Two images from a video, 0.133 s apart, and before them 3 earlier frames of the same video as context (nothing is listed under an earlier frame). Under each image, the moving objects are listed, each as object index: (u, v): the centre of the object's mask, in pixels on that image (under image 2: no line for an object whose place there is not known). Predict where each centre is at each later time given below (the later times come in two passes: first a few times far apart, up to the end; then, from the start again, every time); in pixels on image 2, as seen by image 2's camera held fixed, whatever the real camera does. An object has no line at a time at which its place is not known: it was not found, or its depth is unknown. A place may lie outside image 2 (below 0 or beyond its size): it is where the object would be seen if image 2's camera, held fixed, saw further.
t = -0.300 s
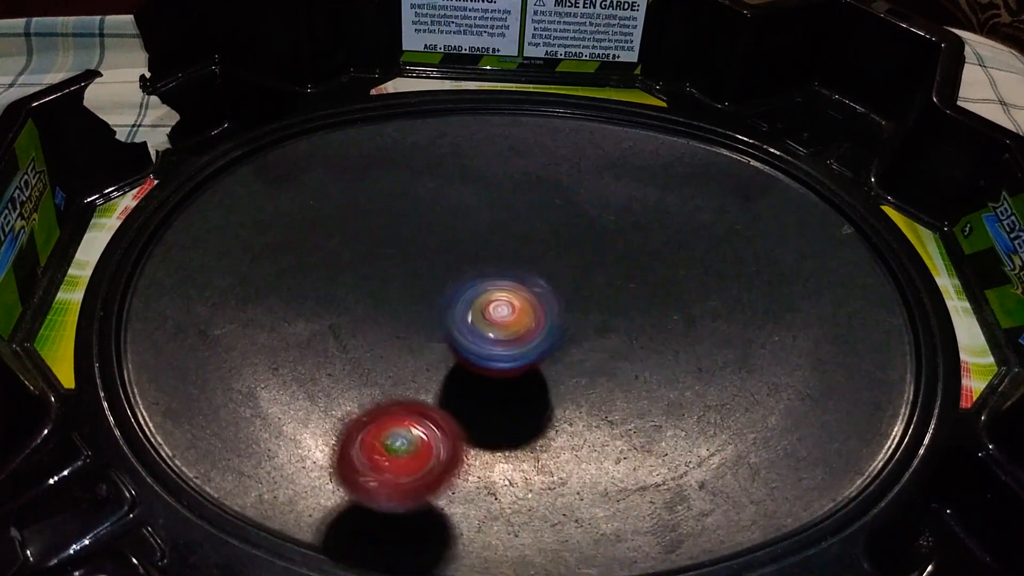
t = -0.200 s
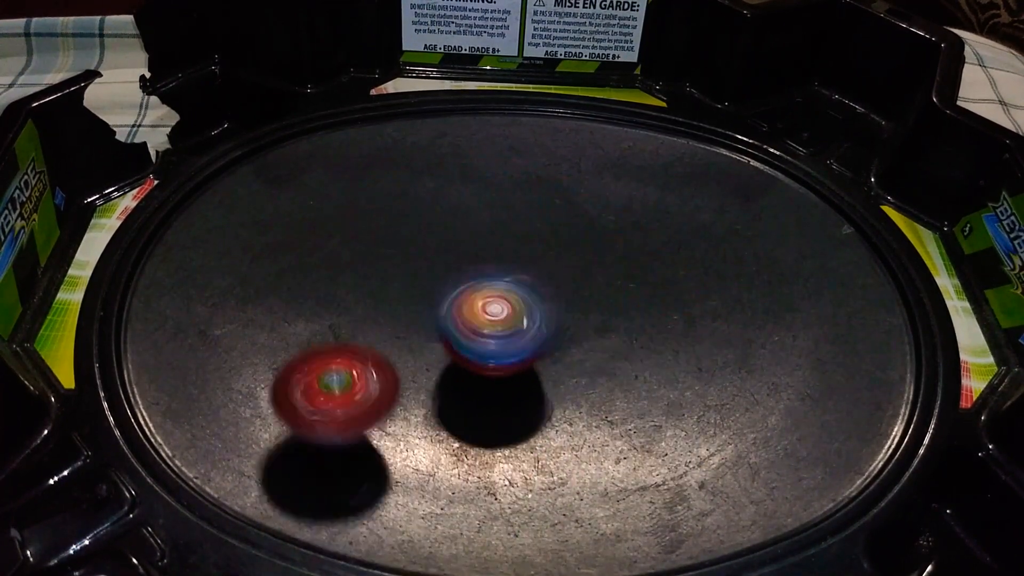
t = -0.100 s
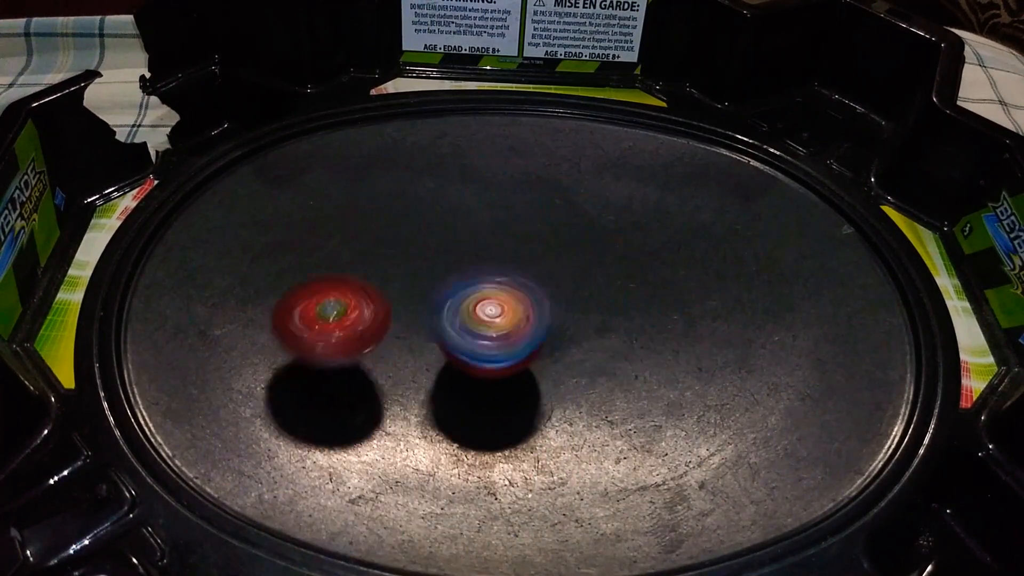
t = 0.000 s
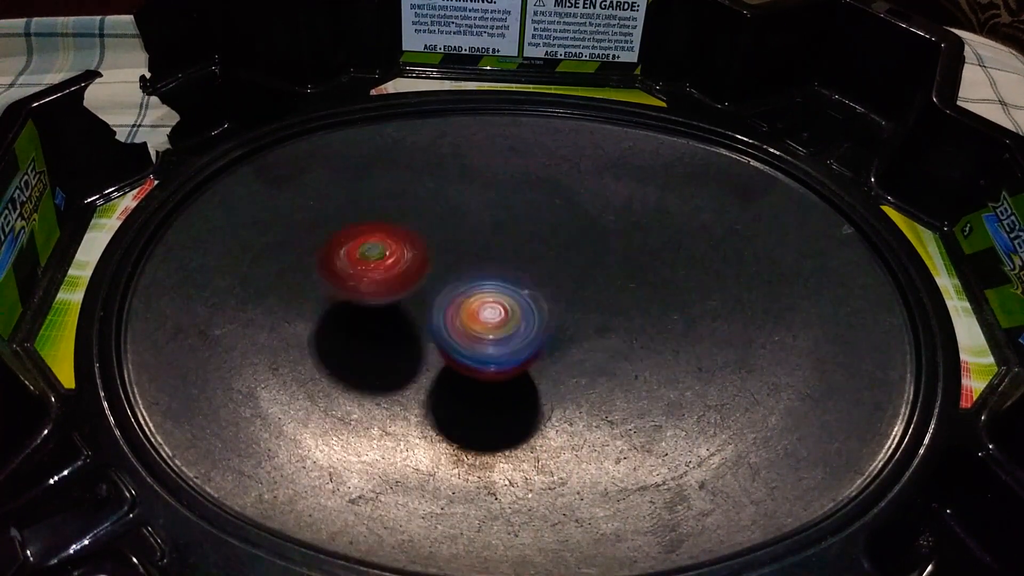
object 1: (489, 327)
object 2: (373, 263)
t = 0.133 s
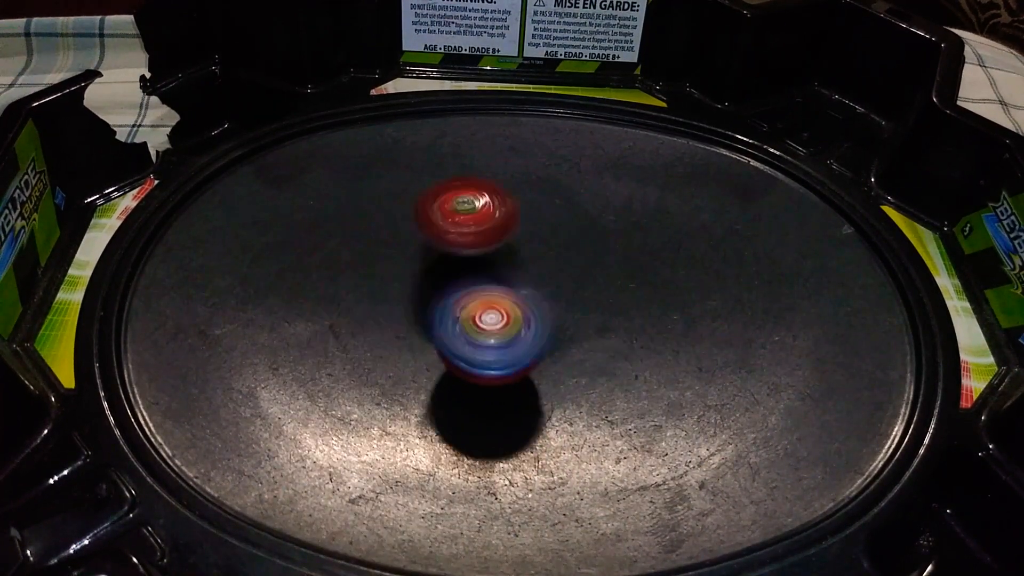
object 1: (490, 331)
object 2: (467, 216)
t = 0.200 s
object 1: (495, 331)
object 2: (519, 206)
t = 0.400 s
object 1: (498, 331)
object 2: (672, 237)
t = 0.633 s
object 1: (509, 327)
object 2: (709, 378)
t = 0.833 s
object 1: (508, 322)
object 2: (525, 430)
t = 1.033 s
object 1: (498, 326)
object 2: (354, 356)
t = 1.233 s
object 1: (497, 330)
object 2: (350, 240)
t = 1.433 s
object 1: (495, 329)
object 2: (480, 199)
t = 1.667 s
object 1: (491, 321)
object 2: (633, 291)
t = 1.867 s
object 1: (488, 318)
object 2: (614, 416)
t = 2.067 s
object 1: (480, 326)
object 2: (449, 451)
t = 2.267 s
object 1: (492, 331)
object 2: (340, 349)
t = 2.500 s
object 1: (511, 327)
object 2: (440, 239)
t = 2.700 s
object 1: (515, 323)
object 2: (587, 227)
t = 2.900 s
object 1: (510, 324)
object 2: (705, 298)
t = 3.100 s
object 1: (508, 329)
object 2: (651, 407)
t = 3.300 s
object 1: (491, 314)
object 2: (474, 416)
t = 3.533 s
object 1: (441, 253)
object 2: (299, 361)
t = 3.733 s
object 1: (418, 245)
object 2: (305, 272)
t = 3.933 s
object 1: (572, 239)
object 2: (359, 276)
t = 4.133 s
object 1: (693, 281)
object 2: (485, 339)
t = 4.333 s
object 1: (752, 349)
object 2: (552, 419)
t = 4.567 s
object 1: (679, 427)
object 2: (513, 430)
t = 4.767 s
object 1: (601, 407)
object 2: (476, 333)
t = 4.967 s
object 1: (553, 389)
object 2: (493, 230)
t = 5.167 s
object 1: (515, 365)
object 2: (544, 187)
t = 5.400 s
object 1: (446, 316)
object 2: (610, 239)
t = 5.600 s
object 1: (410, 292)
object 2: (567, 335)
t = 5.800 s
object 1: (412, 287)
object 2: (478, 404)
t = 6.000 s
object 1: (465, 305)
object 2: (365, 428)
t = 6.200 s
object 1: (522, 312)
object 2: (326, 358)
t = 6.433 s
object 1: (584, 333)
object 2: (446, 288)
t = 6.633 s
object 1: (625, 338)
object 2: (547, 258)
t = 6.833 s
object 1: (640, 335)
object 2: (618, 235)
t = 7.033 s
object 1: (593, 345)
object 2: (672, 265)
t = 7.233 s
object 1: (453, 399)
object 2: (642, 288)
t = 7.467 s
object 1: (254, 388)
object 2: (665, 247)
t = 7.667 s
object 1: (246, 317)
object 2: (618, 272)
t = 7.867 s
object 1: (357, 265)
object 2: (530, 299)
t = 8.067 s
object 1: (481, 243)
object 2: (505, 381)
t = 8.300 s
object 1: (602, 301)
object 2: (512, 440)
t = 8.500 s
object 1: (655, 375)
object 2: (540, 439)
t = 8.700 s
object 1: (726, 340)
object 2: (411, 432)
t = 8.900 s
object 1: (677, 333)
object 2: (340, 392)
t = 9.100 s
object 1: (662, 328)
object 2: (340, 336)
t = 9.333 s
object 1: (669, 341)
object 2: (386, 282)
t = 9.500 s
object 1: (662, 336)
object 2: (418, 251)
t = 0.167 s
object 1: (491, 331)
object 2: (492, 210)
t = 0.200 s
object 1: (495, 331)
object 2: (519, 206)
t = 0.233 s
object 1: (495, 331)
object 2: (546, 207)
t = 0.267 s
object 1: (496, 330)
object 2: (573, 208)
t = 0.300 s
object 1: (495, 330)
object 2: (600, 211)
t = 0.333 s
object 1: (498, 331)
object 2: (624, 217)
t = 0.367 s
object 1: (498, 334)
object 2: (649, 226)
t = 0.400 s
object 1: (498, 331)
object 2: (672, 237)
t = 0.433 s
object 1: (501, 331)
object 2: (692, 251)
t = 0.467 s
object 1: (503, 330)
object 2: (709, 269)
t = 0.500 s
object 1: (505, 330)
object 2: (723, 290)
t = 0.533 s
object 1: (506, 329)
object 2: (729, 312)
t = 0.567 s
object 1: (507, 329)
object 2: (730, 334)
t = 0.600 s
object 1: (507, 328)
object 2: (724, 356)
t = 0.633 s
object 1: (509, 327)
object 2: (709, 378)
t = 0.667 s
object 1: (511, 326)
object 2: (689, 397)
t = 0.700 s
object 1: (510, 325)
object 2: (664, 411)
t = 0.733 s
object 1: (511, 324)
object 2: (633, 422)
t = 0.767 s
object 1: (510, 324)
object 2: (596, 430)
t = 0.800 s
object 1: (508, 326)
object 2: (561, 433)
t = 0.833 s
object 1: (508, 322)
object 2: (525, 430)
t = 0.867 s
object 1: (506, 321)
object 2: (492, 425)
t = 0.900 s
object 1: (504, 321)
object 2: (458, 418)
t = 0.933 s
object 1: (502, 324)
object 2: (426, 407)
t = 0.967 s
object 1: (500, 326)
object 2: (400, 392)
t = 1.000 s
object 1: (497, 324)
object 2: (373, 375)
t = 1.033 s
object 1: (498, 326)
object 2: (354, 356)
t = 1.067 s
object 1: (496, 331)
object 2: (341, 336)
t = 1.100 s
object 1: (496, 332)
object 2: (334, 315)
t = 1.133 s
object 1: (497, 332)
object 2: (330, 295)
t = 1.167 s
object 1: (497, 332)
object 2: (330, 275)
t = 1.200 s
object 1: (497, 329)
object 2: (338, 257)
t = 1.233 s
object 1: (497, 330)
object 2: (350, 240)
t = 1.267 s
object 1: (496, 331)
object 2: (366, 225)
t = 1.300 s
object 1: (497, 333)
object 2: (384, 213)
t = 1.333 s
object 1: (496, 333)
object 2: (405, 205)
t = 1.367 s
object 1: (495, 333)
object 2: (430, 200)
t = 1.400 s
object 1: (495, 330)
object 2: (454, 198)
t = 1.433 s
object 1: (495, 329)
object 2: (480, 199)
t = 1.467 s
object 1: (496, 328)
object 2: (507, 205)
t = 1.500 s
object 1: (497, 327)
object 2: (534, 213)
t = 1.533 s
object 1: (496, 327)
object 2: (559, 224)
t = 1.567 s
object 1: (495, 326)
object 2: (581, 238)
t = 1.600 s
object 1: (494, 324)
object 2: (600, 253)
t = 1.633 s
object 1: (491, 323)
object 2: (619, 272)
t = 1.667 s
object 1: (491, 321)
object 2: (633, 291)
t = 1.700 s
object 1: (490, 321)
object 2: (642, 312)
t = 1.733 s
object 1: (489, 321)
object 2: (647, 334)
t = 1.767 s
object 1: (489, 320)
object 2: (647, 356)
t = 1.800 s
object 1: (489, 320)
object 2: (640, 377)
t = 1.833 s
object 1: (489, 320)
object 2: (629, 398)
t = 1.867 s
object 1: (488, 318)
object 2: (614, 416)
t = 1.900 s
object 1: (488, 317)
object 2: (594, 431)
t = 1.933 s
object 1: (483, 316)
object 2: (569, 443)
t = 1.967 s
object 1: (482, 317)
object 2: (541, 452)
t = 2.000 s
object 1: (481, 320)
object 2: (511, 457)
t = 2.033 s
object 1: (481, 324)
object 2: (481, 456)
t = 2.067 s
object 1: (480, 326)
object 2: (449, 451)
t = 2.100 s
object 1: (480, 324)
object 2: (419, 443)
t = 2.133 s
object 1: (482, 328)
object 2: (391, 429)
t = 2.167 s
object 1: (484, 330)
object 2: (368, 413)
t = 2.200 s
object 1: (486, 329)
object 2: (352, 393)
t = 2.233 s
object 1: (489, 330)
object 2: (343, 371)
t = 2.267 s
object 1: (492, 331)
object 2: (340, 349)
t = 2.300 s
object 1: (496, 331)
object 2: (343, 328)
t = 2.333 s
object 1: (498, 332)
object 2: (351, 307)
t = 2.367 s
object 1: (502, 331)
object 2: (364, 290)
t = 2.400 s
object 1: (504, 329)
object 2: (379, 274)
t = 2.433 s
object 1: (506, 329)
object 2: (398, 260)
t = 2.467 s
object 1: (509, 327)
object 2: (418, 248)
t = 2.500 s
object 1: (511, 327)
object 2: (440, 239)
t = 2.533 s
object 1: (511, 326)
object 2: (464, 232)
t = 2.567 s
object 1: (514, 325)
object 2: (488, 226)
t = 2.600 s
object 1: (517, 328)
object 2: (512, 223)
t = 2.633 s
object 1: (519, 326)
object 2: (537, 222)
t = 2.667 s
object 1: (517, 324)
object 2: (562, 224)
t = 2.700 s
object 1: (515, 323)
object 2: (587, 227)
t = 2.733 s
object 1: (515, 324)
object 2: (612, 232)
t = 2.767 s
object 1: (514, 323)
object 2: (635, 240)
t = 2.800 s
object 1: (512, 323)
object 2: (656, 250)
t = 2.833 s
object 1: (511, 324)
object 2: (676, 264)
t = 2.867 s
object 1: (510, 324)
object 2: (693, 280)
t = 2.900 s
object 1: (510, 324)
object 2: (705, 298)
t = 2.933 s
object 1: (509, 326)
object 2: (710, 317)
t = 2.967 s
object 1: (509, 327)
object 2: (710, 338)
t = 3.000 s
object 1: (508, 327)
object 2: (705, 358)
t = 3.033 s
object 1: (509, 328)
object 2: (693, 376)
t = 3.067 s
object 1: (508, 328)
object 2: (675, 392)
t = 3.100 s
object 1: (508, 329)
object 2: (651, 407)
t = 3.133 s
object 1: (508, 330)
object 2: (622, 417)
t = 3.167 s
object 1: (508, 330)
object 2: (593, 423)
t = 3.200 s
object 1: (506, 329)
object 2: (559, 424)
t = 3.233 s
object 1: (504, 325)
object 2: (531, 424)
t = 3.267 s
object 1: (498, 318)
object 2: (502, 421)
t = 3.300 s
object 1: (491, 314)
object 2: (474, 416)
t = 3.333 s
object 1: (481, 310)
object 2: (447, 408)
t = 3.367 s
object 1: (471, 307)
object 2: (420, 396)
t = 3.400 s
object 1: (465, 296)
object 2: (391, 395)
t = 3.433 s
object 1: (459, 281)
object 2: (363, 392)
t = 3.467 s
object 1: (453, 271)
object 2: (337, 385)
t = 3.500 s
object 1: (448, 262)
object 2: (316, 374)
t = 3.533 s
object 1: (441, 253)
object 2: (299, 361)
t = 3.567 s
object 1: (435, 249)
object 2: (286, 346)
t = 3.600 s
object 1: (427, 244)
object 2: (279, 329)
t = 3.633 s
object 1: (419, 242)
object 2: (278, 312)
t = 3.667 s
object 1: (415, 241)
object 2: (285, 296)
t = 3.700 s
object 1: (412, 242)
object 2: (296, 281)
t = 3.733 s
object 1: (418, 245)
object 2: (305, 272)
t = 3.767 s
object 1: (448, 241)
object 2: (297, 270)
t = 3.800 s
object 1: (475, 238)
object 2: (296, 269)
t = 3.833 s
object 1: (500, 240)
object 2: (303, 269)
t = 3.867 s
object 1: (524, 236)
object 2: (316, 270)
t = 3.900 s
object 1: (546, 235)
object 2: (337, 271)
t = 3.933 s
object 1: (572, 239)
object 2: (359, 276)
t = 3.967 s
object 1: (594, 243)
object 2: (383, 283)
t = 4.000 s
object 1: (619, 250)
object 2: (406, 291)
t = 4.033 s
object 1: (639, 254)
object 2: (429, 303)
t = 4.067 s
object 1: (657, 261)
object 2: (449, 314)
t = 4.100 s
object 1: (676, 270)
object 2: (468, 327)
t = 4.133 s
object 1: (693, 281)
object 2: (485, 339)
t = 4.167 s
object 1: (709, 289)
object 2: (501, 353)
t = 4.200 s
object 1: (721, 301)
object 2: (515, 367)
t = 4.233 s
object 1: (732, 316)
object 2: (528, 381)
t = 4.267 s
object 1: (742, 327)
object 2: (539, 395)
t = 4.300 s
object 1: (748, 338)
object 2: (546, 408)
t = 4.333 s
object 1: (752, 349)
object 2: (552, 419)
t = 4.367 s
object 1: (752, 363)
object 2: (554, 430)
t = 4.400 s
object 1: (751, 377)
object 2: (552, 440)
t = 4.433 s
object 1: (740, 390)
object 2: (547, 447)
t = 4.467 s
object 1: (732, 403)
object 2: (539, 450)
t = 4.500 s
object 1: (719, 413)
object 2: (529, 447)
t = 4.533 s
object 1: (699, 421)
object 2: (521, 441)
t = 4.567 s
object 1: (679, 427)
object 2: (513, 430)
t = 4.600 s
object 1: (660, 430)
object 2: (508, 417)
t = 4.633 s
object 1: (642, 430)
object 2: (502, 401)
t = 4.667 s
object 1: (635, 428)
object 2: (488, 384)
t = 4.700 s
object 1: (629, 421)
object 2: (479, 367)
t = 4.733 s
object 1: (617, 414)
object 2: (475, 349)
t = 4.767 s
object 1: (601, 407)
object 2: (476, 333)
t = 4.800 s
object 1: (581, 394)
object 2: (482, 319)
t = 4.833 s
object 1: (563, 388)
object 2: (490, 306)
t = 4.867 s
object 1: (559, 387)
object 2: (489, 282)
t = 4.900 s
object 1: (559, 390)
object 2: (487, 262)
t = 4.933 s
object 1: (561, 393)
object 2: (488, 244)
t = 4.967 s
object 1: (553, 389)
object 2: (493, 230)
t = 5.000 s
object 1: (552, 388)
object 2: (499, 218)
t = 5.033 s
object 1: (543, 389)
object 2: (508, 209)
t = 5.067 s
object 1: (539, 382)
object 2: (516, 202)
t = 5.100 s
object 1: (529, 376)
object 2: (525, 196)
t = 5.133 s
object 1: (525, 375)
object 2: (535, 191)
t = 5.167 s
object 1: (515, 365)
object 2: (544, 187)
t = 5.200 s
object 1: (506, 356)
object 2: (554, 185)
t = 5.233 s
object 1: (497, 351)
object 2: (566, 186)
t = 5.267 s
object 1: (488, 343)
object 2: (579, 190)
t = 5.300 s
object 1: (479, 336)
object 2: (591, 196)
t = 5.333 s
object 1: (467, 330)
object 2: (602, 208)
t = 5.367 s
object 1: (457, 324)
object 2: (608, 222)
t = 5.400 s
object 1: (446, 316)
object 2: (610, 239)
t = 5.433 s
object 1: (439, 310)
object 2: (610, 256)
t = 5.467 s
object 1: (430, 304)
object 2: (604, 274)
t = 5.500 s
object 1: (424, 300)
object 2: (598, 290)
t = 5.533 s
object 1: (416, 297)
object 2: (588, 306)
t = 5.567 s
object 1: (412, 292)
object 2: (578, 321)
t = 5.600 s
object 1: (410, 292)
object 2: (567, 335)
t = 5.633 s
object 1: (406, 289)
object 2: (554, 349)
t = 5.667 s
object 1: (405, 287)
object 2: (540, 362)
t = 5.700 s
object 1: (403, 284)
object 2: (526, 375)
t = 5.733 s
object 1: (406, 289)
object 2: (510, 385)
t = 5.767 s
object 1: (407, 290)
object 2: (494, 395)
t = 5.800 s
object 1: (412, 287)
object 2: (478, 404)
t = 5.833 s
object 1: (420, 292)
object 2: (460, 411)
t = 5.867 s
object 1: (424, 289)
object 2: (444, 418)
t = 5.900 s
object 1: (431, 296)
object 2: (425, 424)
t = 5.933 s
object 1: (439, 297)
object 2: (405, 428)
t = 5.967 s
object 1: (453, 302)
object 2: (385, 429)
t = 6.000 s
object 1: (465, 305)
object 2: (365, 428)
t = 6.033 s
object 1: (476, 304)
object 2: (345, 424)
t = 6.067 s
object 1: (487, 303)
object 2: (330, 416)
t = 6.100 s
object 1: (495, 307)
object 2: (319, 403)
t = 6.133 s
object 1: (504, 305)
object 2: (314, 389)
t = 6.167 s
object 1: (515, 307)
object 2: (317, 373)
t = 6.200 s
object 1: (522, 312)
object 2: (326, 358)
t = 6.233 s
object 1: (531, 314)
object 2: (339, 344)
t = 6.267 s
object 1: (541, 319)
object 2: (355, 331)
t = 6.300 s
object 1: (551, 324)
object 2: (371, 320)
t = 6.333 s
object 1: (562, 327)
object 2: (389, 311)
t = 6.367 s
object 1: (570, 329)
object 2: (409, 302)
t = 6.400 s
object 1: (577, 332)
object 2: (427, 295)
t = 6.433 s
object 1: (584, 333)
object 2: (446, 288)
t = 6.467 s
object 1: (590, 333)
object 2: (465, 284)
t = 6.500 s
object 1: (597, 336)
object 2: (484, 279)
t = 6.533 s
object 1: (605, 336)
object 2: (502, 275)
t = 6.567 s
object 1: (612, 337)
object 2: (520, 271)
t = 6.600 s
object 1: (617, 335)
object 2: (537, 266)
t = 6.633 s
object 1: (625, 338)
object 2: (547, 258)
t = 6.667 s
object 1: (633, 337)
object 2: (557, 252)
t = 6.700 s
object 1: (638, 337)
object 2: (568, 246)
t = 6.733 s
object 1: (640, 340)
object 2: (579, 242)
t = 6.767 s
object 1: (643, 338)
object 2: (592, 238)
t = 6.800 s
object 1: (644, 336)
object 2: (605, 236)
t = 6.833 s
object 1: (640, 335)
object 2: (618, 235)
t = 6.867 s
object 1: (640, 335)
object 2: (632, 235)
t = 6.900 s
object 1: (636, 334)
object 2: (645, 239)
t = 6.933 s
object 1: (628, 335)
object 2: (657, 242)
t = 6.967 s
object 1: (619, 338)
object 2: (665, 247)
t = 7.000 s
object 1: (605, 342)
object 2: (671, 255)
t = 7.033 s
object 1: (593, 345)
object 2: (672, 265)
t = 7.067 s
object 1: (582, 354)
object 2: (667, 277)
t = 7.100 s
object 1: (566, 356)
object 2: (659, 288)
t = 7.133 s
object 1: (552, 360)
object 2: (647, 299)
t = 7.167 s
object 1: (536, 368)
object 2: (635, 306)
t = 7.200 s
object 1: (500, 380)
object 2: (632, 302)
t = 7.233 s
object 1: (453, 399)
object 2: (642, 288)
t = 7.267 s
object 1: (415, 410)
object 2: (649, 277)
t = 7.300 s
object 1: (376, 418)
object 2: (653, 270)
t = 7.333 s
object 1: (339, 417)
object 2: (657, 263)
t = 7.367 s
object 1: (313, 414)
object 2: (661, 256)
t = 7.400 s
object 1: (292, 408)
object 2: (664, 252)
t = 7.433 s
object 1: (271, 397)
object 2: (664, 249)
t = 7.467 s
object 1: (254, 388)
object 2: (665, 247)
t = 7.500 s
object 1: (244, 377)
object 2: (663, 249)
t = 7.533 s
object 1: (234, 363)
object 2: (659, 252)
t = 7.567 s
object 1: (231, 352)
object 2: (652, 255)
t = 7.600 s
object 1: (235, 338)
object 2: (643, 260)
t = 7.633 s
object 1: (237, 326)
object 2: (632, 266)
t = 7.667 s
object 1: (246, 317)
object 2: (618, 272)
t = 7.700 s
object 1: (257, 304)
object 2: (603, 277)
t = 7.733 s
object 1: (271, 292)
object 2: (588, 283)
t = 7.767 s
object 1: (291, 284)
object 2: (573, 289)
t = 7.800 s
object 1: (310, 276)
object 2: (559, 291)
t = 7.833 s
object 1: (333, 270)
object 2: (545, 295)
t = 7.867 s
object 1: (357, 265)
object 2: (530, 299)
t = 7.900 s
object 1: (378, 263)
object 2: (515, 305)
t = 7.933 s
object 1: (403, 260)
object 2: (501, 313)
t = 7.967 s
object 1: (423, 256)
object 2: (504, 332)
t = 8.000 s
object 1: (442, 248)
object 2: (505, 352)
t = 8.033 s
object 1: (459, 245)
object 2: (506, 369)
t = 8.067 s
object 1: (481, 243)
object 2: (505, 381)
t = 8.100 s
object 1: (501, 244)
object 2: (503, 392)
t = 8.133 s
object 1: (518, 248)
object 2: (502, 402)
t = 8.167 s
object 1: (536, 257)
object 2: (502, 410)
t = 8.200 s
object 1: (552, 267)
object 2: (503, 419)
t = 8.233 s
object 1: (569, 277)
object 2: (505, 427)
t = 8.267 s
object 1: (586, 287)
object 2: (509, 434)
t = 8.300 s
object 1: (602, 301)
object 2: (512, 440)
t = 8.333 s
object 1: (616, 315)
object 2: (516, 444)
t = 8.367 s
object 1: (628, 329)
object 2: (522, 448)
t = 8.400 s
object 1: (637, 342)
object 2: (528, 450)
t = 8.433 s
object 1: (649, 353)
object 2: (532, 449)
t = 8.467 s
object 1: (650, 365)
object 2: (538, 445)
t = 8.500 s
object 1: (655, 375)
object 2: (540, 439)
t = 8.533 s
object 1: (654, 384)
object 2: (543, 430)
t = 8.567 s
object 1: (663, 386)
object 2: (532, 430)
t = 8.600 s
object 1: (691, 373)
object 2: (493, 434)
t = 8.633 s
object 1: (712, 363)
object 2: (462, 436)
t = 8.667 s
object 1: (723, 349)
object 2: (432, 435)
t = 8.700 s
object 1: (726, 340)
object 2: (411, 432)
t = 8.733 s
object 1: (725, 334)
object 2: (393, 425)
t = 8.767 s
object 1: (720, 331)
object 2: (380, 420)
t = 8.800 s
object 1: (710, 333)
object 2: (368, 412)
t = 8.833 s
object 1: (697, 337)
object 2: (357, 407)
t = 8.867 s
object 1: (686, 336)
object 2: (348, 399)
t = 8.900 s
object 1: (677, 333)
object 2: (340, 392)
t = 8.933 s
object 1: (671, 331)
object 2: (334, 383)
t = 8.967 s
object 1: (666, 330)
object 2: (330, 374)
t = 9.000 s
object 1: (663, 329)
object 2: (330, 364)
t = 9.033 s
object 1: (662, 328)
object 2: (331, 354)
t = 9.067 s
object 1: (662, 328)
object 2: (335, 345)
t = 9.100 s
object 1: (662, 328)
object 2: (340, 336)
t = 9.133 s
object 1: (662, 328)
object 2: (346, 328)
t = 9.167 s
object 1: (662, 329)
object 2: (352, 319)
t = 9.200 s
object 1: (662, 331)
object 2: (360, 311)
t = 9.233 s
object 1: (663, 333)
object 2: (365, 304)
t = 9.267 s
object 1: (664, 336)
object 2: (373, 297)
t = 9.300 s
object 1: (667, 339)
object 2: (379, 289)
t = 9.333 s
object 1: (669, 341)
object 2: (386, 282)
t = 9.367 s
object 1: (669, 342)
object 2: (392, 275)
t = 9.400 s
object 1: (669, 341)
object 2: (398, 269)
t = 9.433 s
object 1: (667, 340)
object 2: (404, 263)
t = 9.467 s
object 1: (665, 338)
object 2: (410, 257)
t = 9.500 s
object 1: (662, 336)
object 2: (418, 251)
